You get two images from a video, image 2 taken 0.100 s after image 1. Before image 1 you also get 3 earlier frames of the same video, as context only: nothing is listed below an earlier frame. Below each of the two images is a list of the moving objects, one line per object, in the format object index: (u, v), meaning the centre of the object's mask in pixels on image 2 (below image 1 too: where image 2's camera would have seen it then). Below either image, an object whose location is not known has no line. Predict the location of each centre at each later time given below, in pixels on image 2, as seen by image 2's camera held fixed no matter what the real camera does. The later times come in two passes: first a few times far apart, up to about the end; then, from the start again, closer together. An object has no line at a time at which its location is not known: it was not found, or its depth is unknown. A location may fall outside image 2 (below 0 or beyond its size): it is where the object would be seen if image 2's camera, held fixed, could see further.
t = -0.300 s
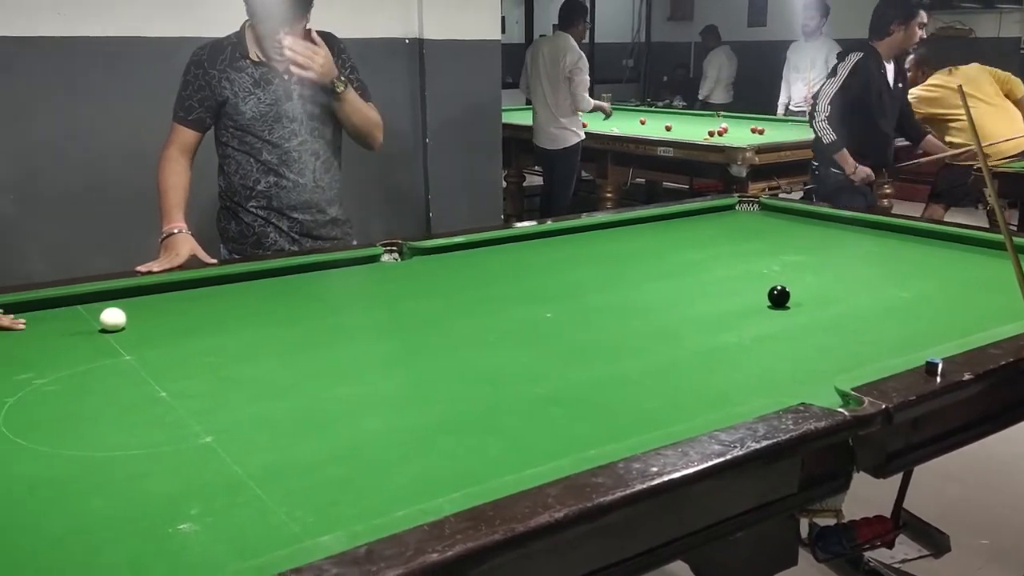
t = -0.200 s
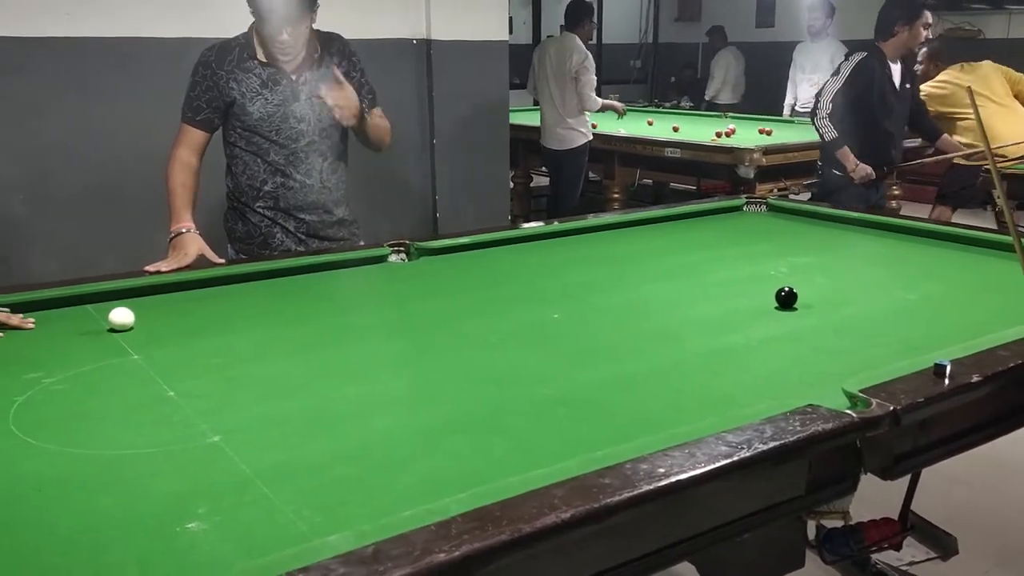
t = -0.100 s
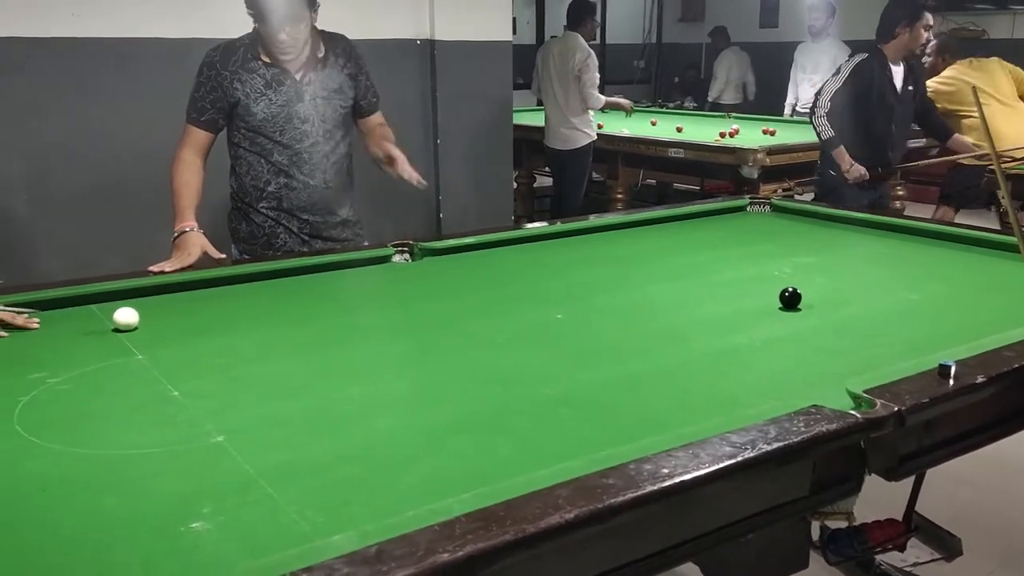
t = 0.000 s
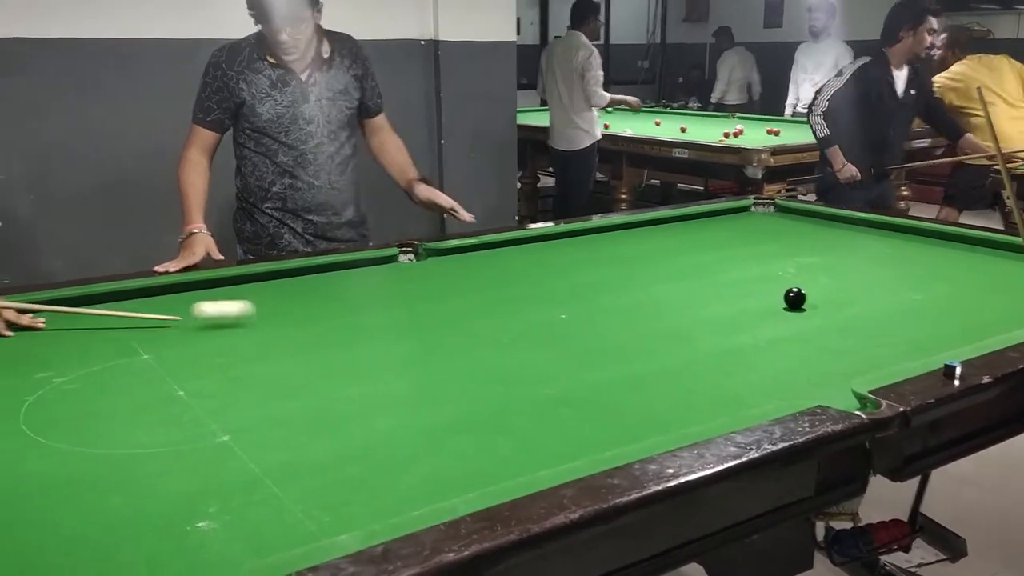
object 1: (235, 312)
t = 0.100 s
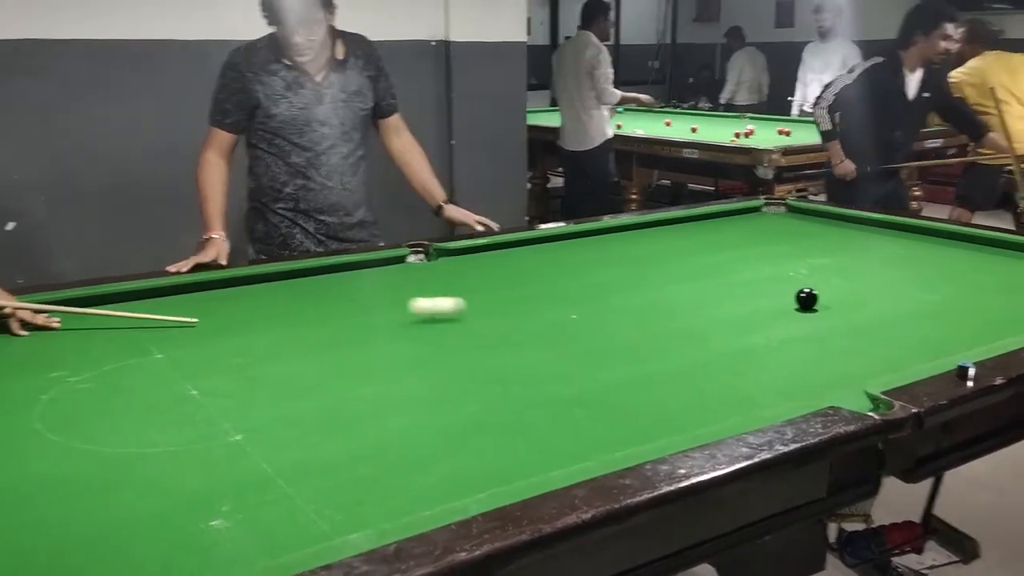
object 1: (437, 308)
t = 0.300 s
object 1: (785, 304)
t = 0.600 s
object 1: (911, 330)
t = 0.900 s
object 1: (985, 318)
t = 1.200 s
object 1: (957, 285)
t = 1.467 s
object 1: (938, 262)
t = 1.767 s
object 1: (919, 241)
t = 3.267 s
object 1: (671, 224)
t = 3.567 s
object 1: (667, 229)
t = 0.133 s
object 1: (500, 309)
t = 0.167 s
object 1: (559, 307)
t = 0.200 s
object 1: (619, 307)
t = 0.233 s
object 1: (681, 306)
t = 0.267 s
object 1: (736, 304)
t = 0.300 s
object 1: (785, 304)
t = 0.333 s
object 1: (798, 305)
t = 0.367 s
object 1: (810, 312)
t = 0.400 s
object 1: (821, 315)
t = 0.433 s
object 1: (834, 318)
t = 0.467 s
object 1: (845, 318)
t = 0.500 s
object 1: (860, 321)
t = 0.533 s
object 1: (876, 324)
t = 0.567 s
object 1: (893, 327)
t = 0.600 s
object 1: (911, 330)
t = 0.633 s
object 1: (931, 332)
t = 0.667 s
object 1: (951, 335)
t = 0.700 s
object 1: (970, 335)
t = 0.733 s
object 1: (981, 336)
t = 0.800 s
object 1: (986, 330)
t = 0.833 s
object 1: (986, 326)
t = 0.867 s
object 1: (986, 322)
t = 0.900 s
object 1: (985, 318)
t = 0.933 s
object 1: (982, 314)
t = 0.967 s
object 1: (978, 310)
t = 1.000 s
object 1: (975, 306)
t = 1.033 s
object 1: (971, 302)
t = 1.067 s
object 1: (969, 299)
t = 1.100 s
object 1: (966, 295)
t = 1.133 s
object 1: (962, 291)
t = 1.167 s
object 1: (959, 288)
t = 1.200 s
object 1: (957, 285)
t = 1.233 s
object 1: (954, 282)
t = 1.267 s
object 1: (952, 278)
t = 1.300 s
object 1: (949, 276)
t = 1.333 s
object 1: (947, 273)
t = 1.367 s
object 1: (944, 270)
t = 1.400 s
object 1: (942, 267)
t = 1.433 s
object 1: (940, 265)
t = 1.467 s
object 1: (938, 262)
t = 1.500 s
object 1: (935, 259)
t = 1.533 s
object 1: (933, 257)
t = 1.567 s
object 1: (931, 255)
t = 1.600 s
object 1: (929, 252)
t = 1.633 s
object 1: (927, 250)
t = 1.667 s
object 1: (925, 248)
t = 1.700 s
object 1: (923, 246)
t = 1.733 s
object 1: (921, 243)
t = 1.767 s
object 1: (919, 241)
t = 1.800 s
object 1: (918, 239)
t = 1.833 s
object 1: (912, 237)
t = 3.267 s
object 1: (671, 224)
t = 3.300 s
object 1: (673, 224)
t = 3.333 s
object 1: (672, 224)
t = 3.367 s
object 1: (671, 225)
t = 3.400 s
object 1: (671, 225)
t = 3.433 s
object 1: (670, 226)
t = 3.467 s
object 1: (669, 227)
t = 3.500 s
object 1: (669, 227)
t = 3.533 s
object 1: (668, 228)
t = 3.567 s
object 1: (667, 229)
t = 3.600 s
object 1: (667, 229)
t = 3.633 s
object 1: (666, 230)
